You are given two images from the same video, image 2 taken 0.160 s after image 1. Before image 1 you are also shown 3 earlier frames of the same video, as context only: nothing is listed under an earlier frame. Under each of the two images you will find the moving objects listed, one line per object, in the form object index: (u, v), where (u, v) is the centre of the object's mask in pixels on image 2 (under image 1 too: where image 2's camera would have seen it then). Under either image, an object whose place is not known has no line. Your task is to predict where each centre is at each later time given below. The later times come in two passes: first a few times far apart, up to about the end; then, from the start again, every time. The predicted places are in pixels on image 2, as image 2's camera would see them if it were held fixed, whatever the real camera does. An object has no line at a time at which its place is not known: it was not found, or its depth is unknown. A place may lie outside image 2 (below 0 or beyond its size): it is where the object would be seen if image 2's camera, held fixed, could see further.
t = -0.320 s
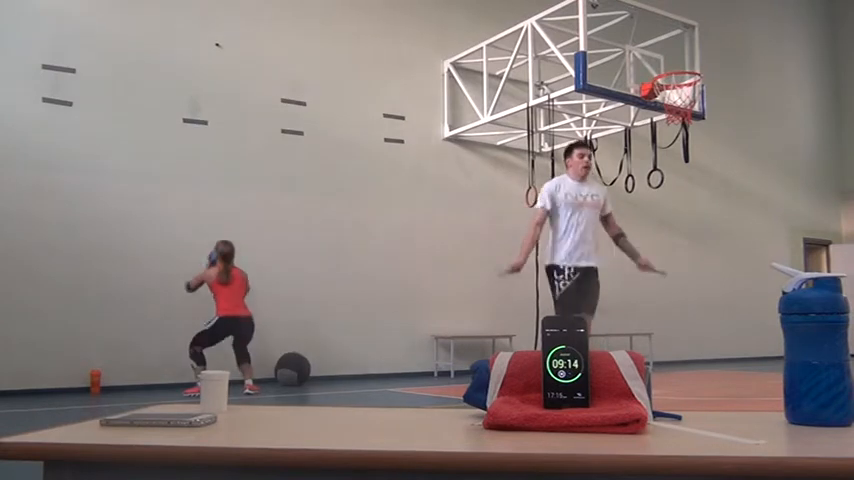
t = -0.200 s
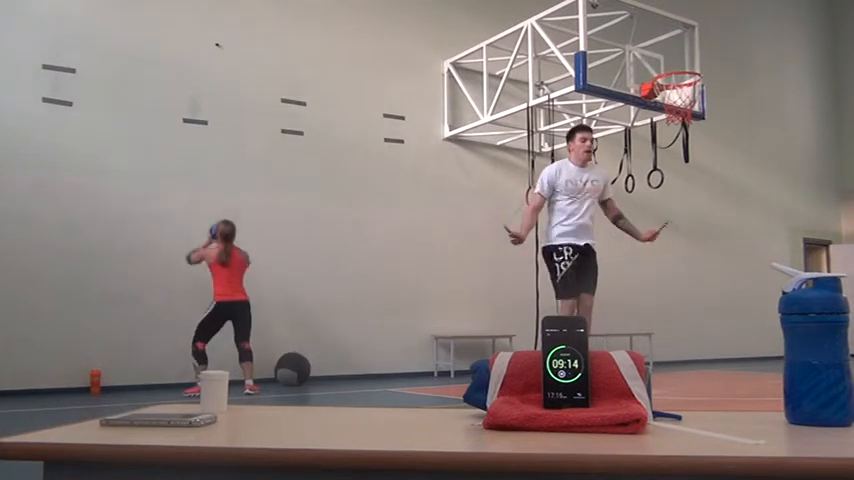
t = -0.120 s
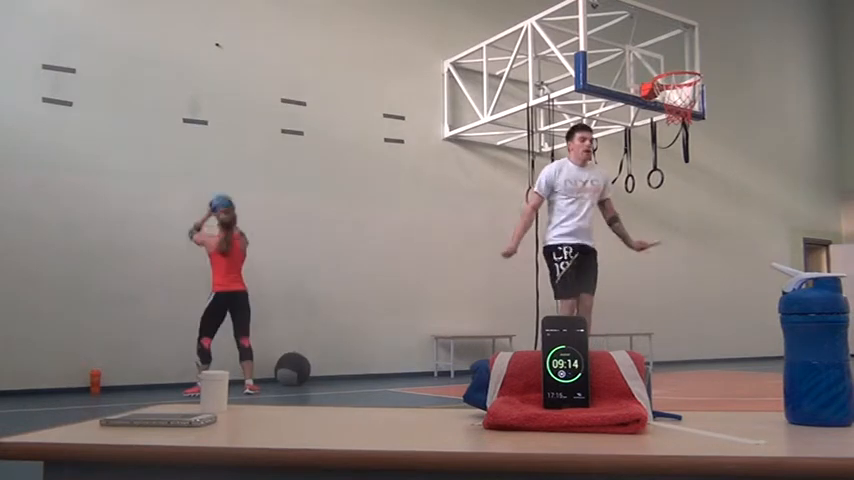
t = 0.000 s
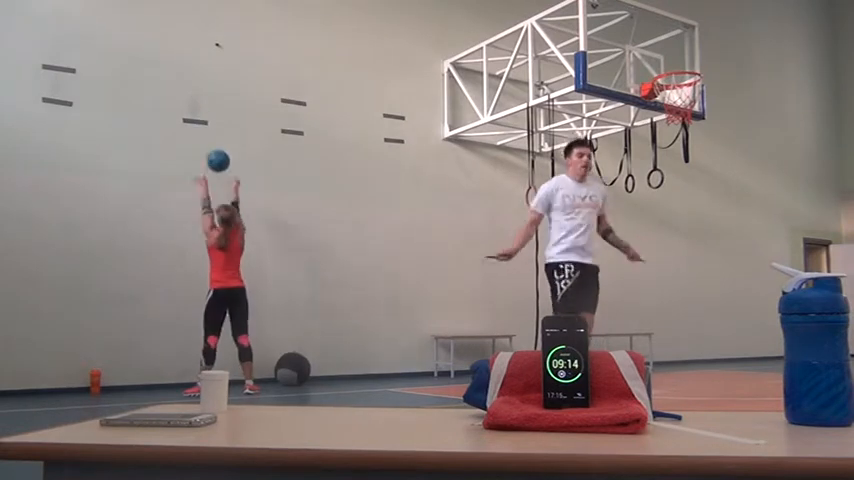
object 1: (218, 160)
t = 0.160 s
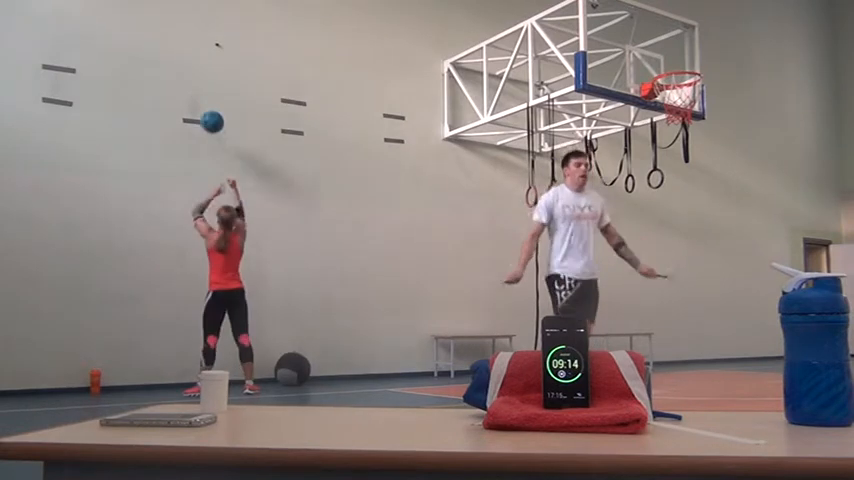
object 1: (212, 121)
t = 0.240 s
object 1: (209, 112)
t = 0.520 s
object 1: (212, 117)
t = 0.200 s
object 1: (211, 115)
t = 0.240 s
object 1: (209, 112)
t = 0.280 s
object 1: (208, 109)
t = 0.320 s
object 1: (206, 108)
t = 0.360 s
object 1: (206, 108)
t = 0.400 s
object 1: (208, 108)
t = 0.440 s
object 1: (209, 110)
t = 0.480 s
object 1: (211, 113)
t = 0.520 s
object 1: (212, 117)
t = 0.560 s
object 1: (213, 124)
